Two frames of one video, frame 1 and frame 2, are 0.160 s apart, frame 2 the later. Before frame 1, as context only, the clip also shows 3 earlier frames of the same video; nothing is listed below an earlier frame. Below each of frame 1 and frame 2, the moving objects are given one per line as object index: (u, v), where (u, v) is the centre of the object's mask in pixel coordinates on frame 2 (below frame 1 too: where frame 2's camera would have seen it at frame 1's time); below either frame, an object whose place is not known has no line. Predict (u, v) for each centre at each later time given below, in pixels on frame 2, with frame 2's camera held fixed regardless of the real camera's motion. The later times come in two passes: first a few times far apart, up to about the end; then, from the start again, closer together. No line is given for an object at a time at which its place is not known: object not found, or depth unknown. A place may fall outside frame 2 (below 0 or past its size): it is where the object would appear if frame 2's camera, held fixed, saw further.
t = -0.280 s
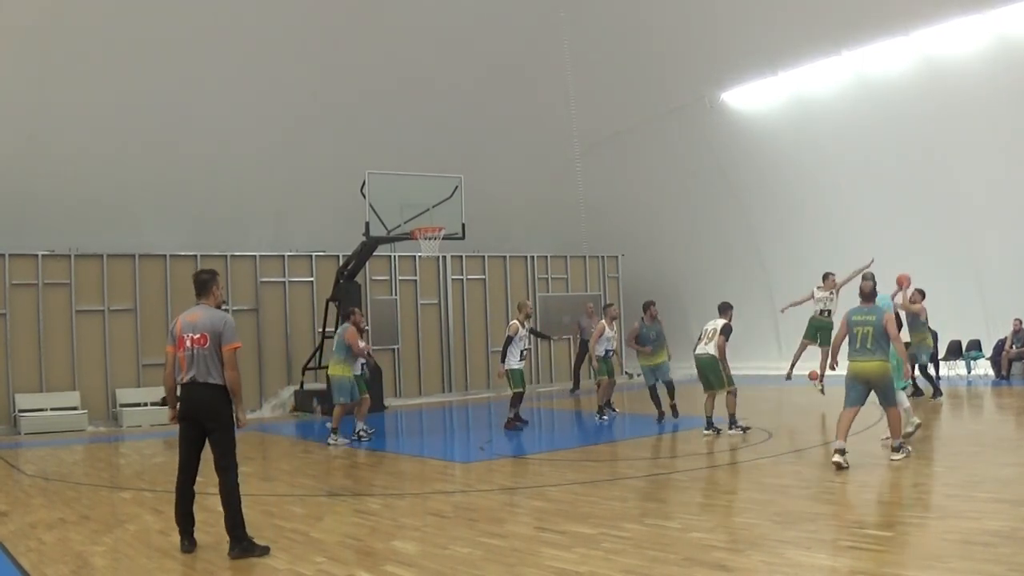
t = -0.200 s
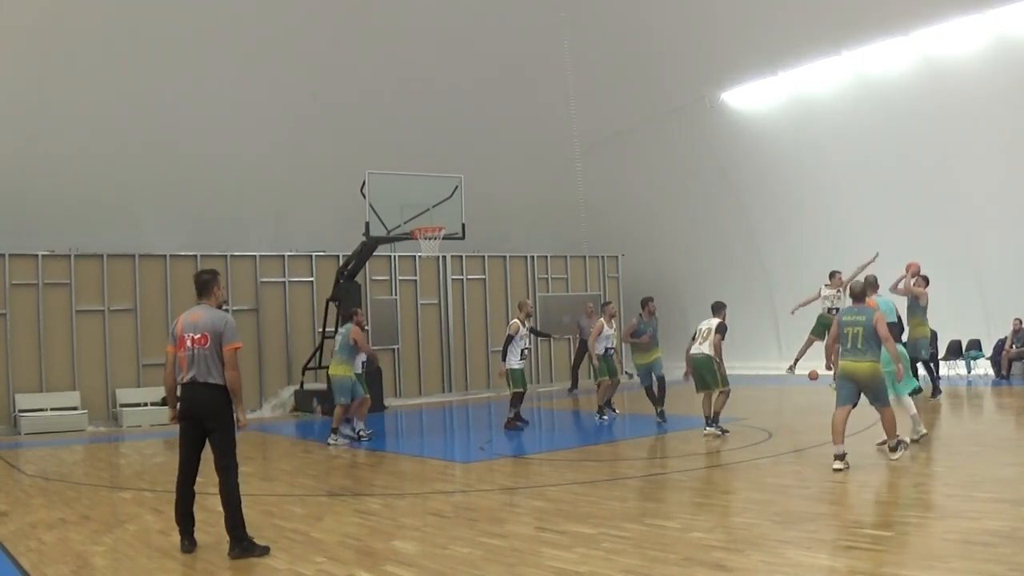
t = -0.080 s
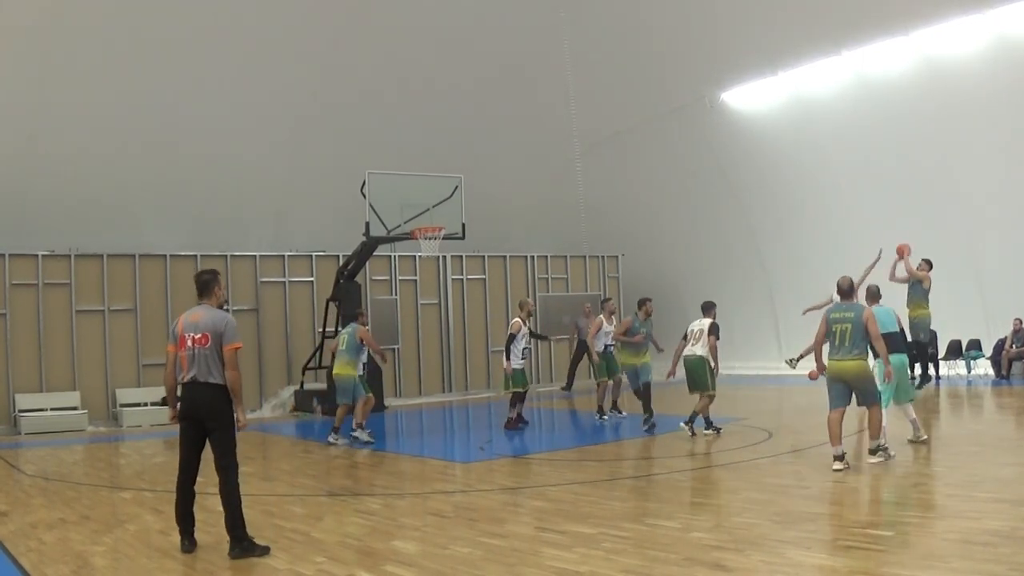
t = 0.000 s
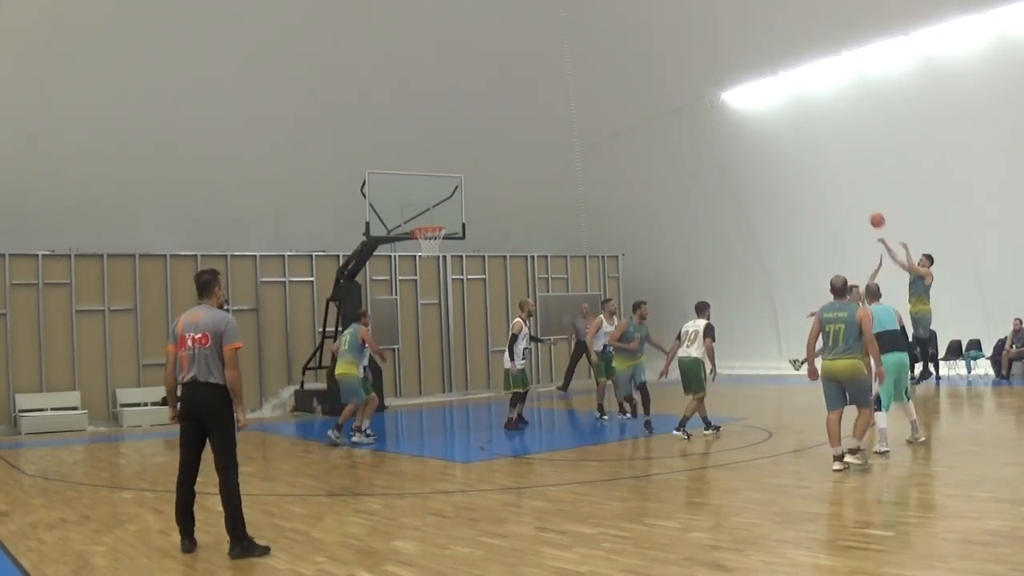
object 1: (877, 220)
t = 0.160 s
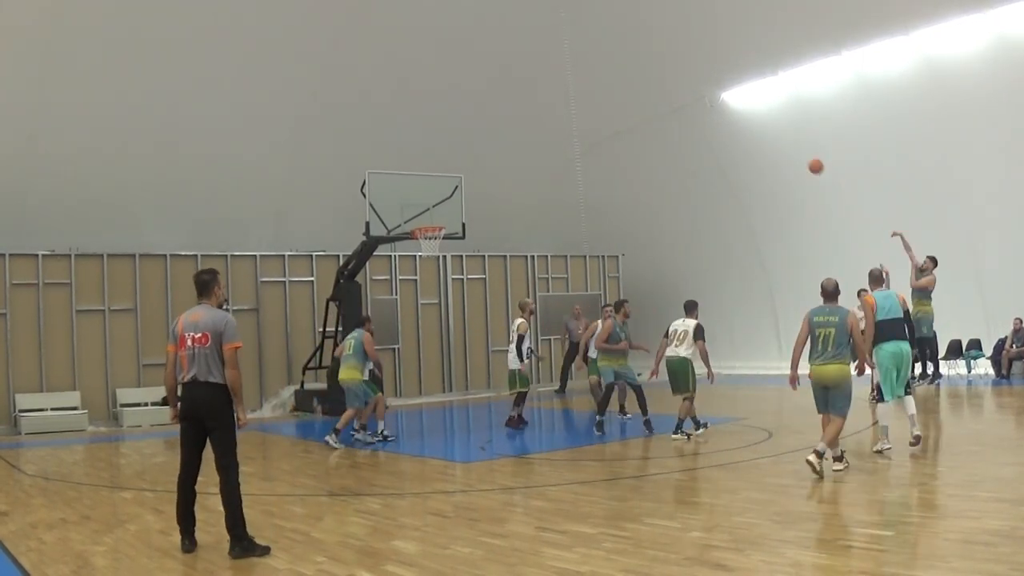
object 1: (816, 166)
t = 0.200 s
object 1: (800, 155)
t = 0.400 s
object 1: (725, 118)
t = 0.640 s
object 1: (639, 107)
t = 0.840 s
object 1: (571, 125)
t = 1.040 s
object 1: (506, 166)
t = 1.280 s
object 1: (450, 241)
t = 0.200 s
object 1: (800, 155)
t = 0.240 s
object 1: (785, 146)
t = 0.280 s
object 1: (770, 137)
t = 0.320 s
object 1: (755, 130)
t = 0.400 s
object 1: (725, 118)
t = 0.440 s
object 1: (711, 114)
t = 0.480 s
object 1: (696, 111)
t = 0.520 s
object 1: (682, 108)
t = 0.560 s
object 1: (668, 107)
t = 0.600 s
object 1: (653, 107)
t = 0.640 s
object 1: (639, 107)
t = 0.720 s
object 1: (611, 111)
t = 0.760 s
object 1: (598, 114)
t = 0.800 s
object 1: (584, 119)
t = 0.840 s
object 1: (571, 125)
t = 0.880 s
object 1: (558, 131)
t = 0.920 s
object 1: (544, 139)
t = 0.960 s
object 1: (531, 147)
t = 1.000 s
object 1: (518, 156)
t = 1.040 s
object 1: (506, 166)
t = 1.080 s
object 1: (493, 177)
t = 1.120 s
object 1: (481, 189)
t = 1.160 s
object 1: (469, 203)
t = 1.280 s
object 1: (450, 241)
